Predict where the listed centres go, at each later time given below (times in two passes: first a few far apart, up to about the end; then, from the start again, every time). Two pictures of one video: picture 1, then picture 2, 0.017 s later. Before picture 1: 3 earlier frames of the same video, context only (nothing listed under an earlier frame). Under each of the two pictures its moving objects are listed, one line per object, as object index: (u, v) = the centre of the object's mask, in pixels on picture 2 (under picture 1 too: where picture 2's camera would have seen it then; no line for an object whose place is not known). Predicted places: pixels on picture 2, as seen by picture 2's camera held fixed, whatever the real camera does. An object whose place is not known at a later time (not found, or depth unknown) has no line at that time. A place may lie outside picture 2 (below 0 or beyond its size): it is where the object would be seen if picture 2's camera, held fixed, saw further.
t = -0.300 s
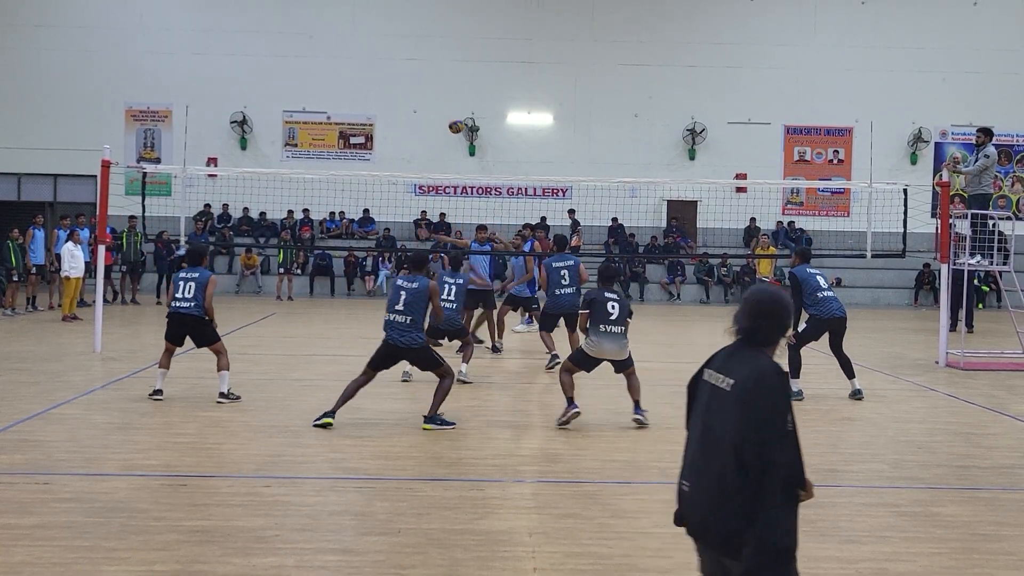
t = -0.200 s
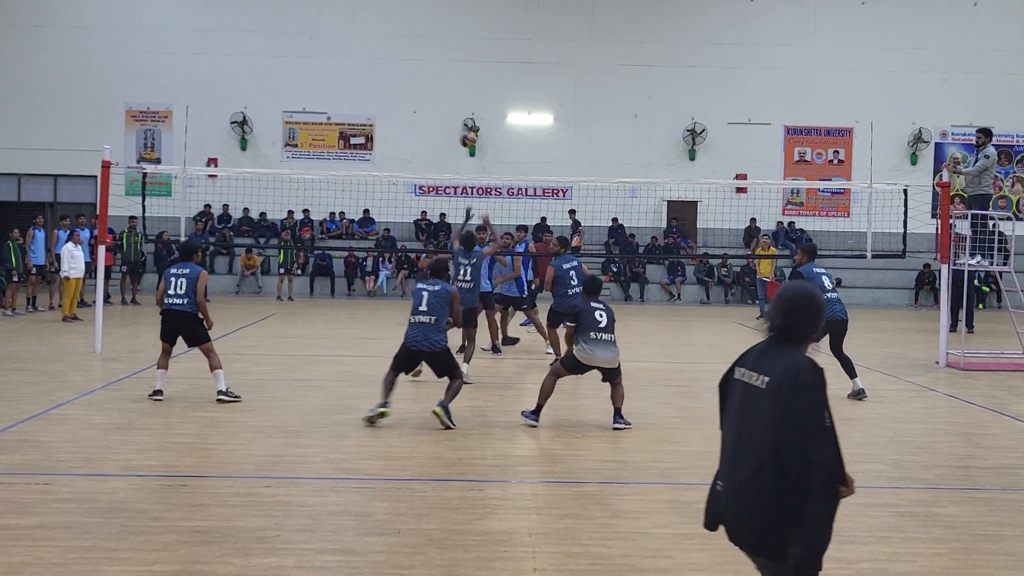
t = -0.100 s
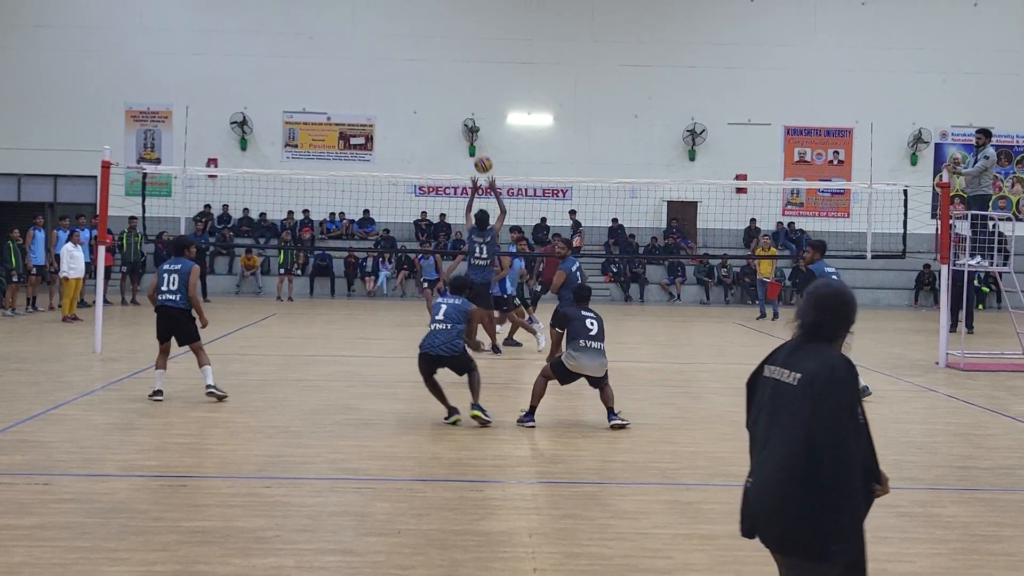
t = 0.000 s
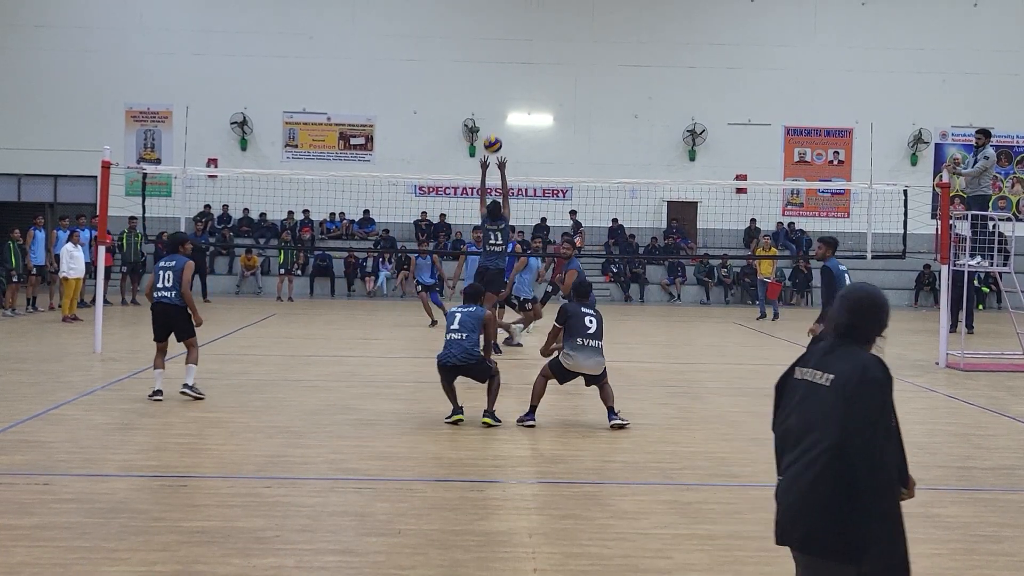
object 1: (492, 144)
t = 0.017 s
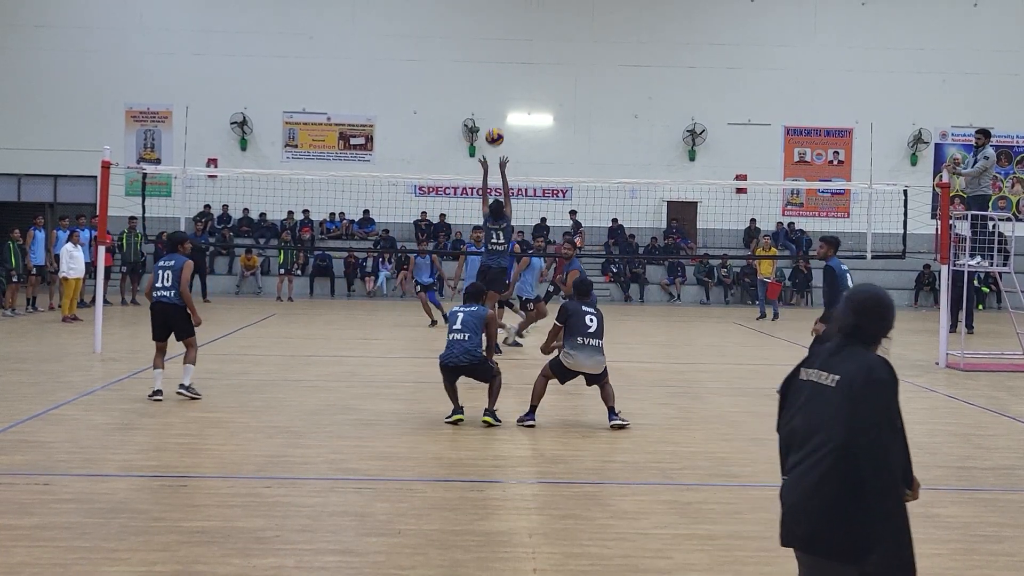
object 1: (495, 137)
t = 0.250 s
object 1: (518, 66)
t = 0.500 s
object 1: (543, 45)
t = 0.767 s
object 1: (566, 82)
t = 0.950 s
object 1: (581, 141)
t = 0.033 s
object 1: (496, 130)
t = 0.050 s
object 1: (498, 124)
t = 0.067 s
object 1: (499, 118)
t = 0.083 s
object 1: (501, 111)
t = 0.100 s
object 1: (503, 106)
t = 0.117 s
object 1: (505, 100)
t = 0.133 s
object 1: (506, 95)
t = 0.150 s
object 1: (508, 90)
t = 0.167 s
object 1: (510, 86)
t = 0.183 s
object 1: (512, 82)
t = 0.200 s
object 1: (514, 77)
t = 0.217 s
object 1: (516, 74)
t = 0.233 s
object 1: (517, 70)
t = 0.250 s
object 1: (518, 66)
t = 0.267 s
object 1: (520, 63)
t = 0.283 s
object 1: (522, 60)
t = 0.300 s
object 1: (523, 57)
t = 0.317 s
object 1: (525, 55)
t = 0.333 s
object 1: (527, 53)
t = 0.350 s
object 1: (529, 52)
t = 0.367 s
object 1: (530, 50)
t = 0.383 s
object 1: (532, 48)
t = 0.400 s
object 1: (533, 47)
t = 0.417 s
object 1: (535, 46)
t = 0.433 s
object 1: (537, 46)
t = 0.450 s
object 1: (538, 45)
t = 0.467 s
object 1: (540, 45)
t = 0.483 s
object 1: (541, 45)
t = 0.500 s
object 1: (543, 45)
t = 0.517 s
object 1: (545, 45)
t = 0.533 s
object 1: (546, 46)
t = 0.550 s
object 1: (547, 48)
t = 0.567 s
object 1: (549, 48)
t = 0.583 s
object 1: (551, 50)
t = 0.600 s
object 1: (552, 52)
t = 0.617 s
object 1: (553, 54)
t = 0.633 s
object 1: (555, 56)
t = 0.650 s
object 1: (556, 59)
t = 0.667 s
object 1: (558, 62)
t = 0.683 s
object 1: (560, 65)
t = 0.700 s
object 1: (561, 67)
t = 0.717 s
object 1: (562, 70)
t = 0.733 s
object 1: (564, 74)
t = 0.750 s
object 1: (565, 77)
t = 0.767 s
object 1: (566, 82)
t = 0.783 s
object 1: (568, 86)
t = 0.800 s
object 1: (569, 91)
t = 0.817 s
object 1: (571, 95)
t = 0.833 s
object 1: (572, 101)
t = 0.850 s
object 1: (573, 105)
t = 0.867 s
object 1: (574, 111)
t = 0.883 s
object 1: (576, 117)
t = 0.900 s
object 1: (577, 123)
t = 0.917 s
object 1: (579, 129)
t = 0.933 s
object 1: (580, 135)
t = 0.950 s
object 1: (581, 141)
